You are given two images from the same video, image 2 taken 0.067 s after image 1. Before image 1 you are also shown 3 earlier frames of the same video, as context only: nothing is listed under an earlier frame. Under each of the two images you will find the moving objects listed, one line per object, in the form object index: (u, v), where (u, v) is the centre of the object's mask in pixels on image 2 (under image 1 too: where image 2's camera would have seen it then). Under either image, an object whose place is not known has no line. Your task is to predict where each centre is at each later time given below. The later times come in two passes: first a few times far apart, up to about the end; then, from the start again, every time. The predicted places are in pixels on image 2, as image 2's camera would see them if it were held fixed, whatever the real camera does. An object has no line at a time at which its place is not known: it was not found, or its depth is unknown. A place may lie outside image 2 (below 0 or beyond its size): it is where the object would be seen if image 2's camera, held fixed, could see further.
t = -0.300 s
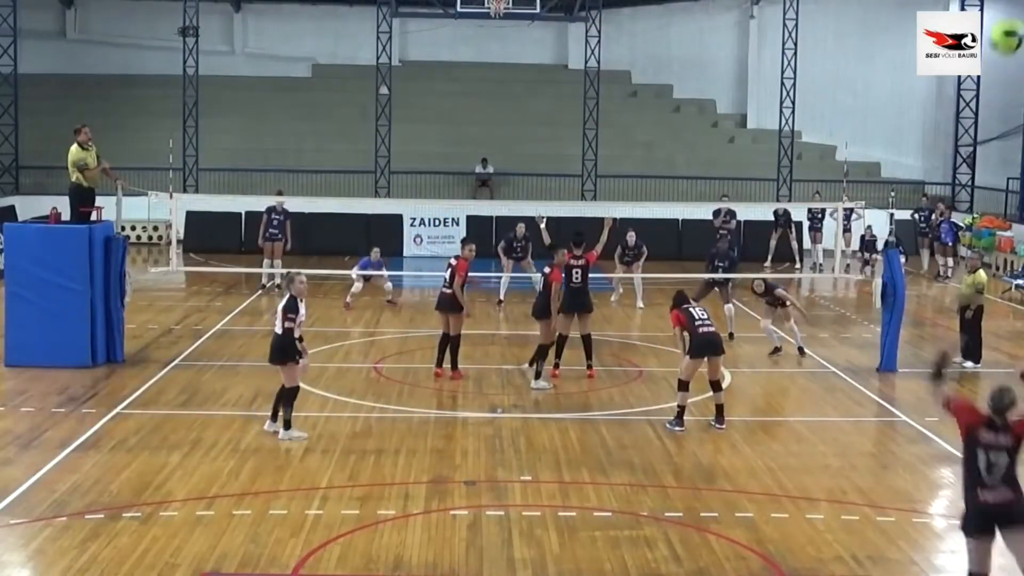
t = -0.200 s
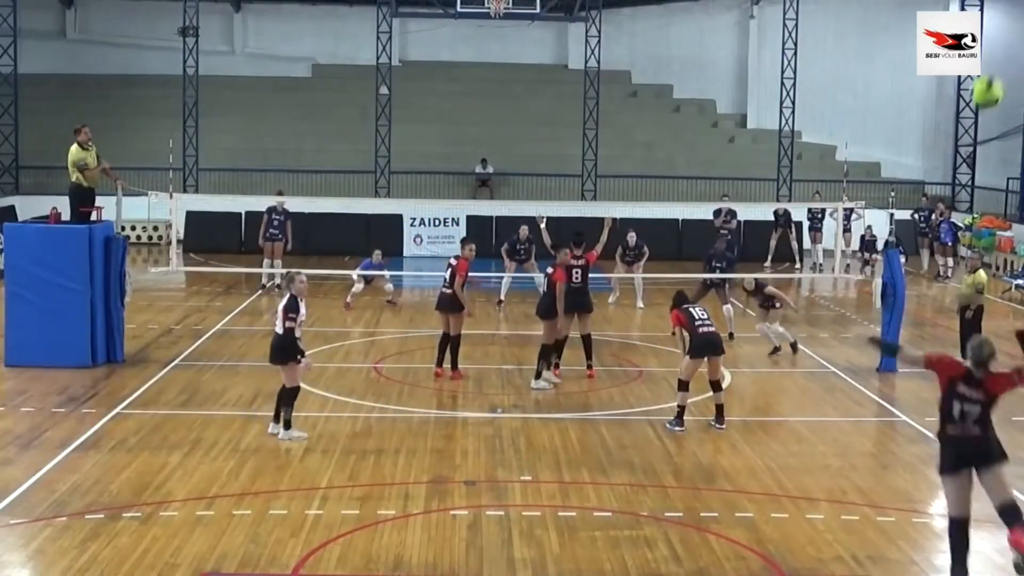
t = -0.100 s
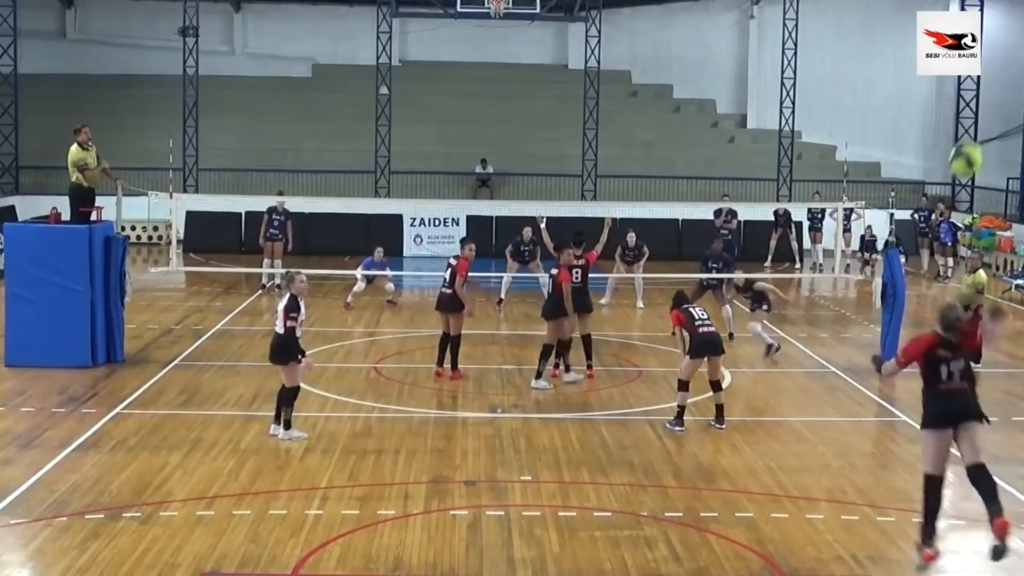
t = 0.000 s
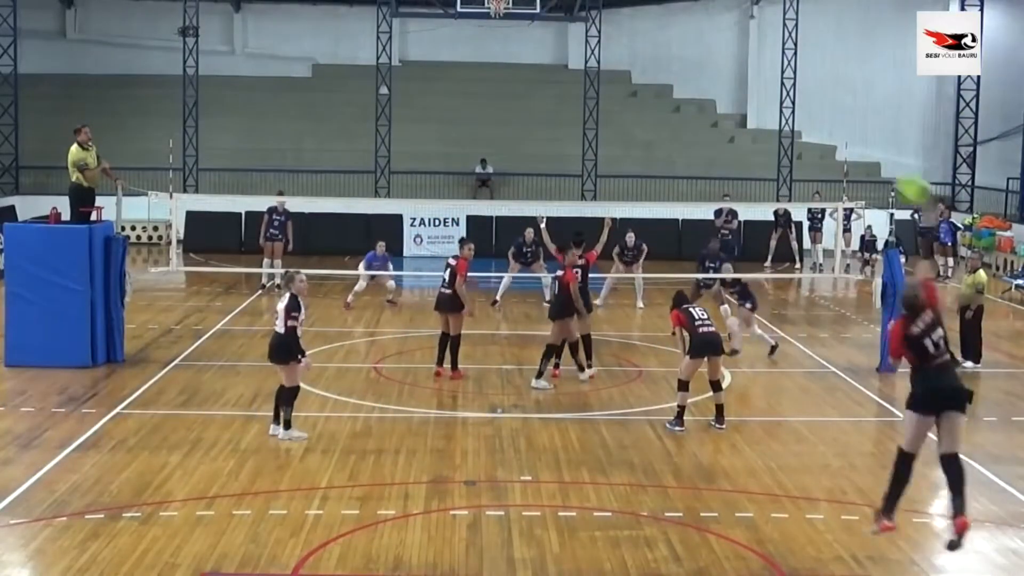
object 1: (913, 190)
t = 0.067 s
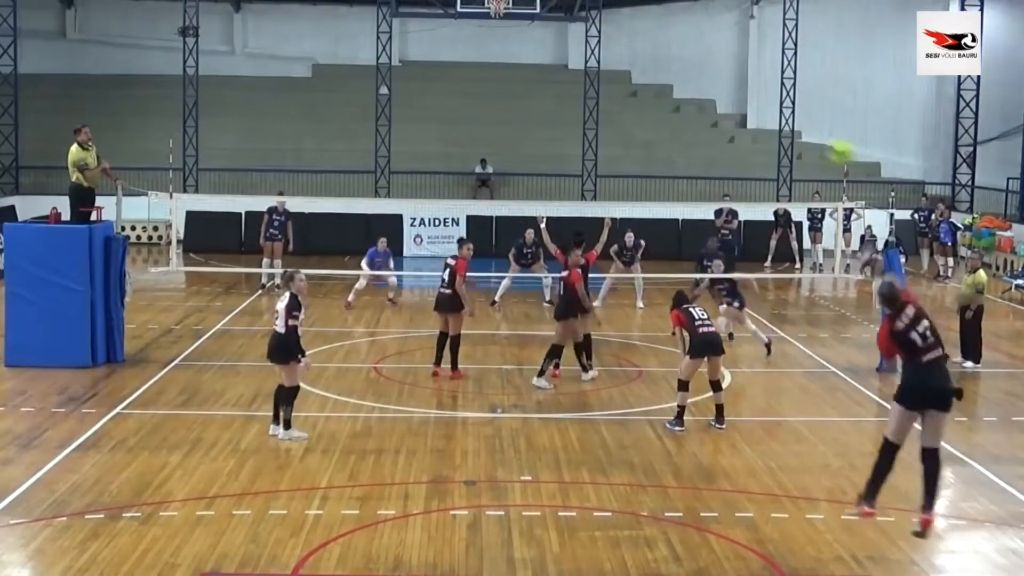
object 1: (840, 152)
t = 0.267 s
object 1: (691, 109)
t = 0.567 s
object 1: (566, 143)
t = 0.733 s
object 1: (524, 186)
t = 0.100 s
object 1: (810, 137)
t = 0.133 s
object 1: (782, 127)
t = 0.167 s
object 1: (757, 119)
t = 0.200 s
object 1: (735, 115)
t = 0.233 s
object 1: (712, 110)
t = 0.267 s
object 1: (691, 109)
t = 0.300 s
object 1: (672, 109)
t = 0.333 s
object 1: (655, 109)
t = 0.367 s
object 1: (639, 111)
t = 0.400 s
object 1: (624, 114)
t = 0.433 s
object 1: (611, 118)
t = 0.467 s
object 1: (597, 124)
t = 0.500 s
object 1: (586, 130)
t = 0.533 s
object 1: (576, 137)
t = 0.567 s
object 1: (566, 143)
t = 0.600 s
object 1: (558, 151)
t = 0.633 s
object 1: (549, 159)
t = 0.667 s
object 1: (540, 168)
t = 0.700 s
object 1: (531, 177)
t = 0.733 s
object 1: (524, 186)
